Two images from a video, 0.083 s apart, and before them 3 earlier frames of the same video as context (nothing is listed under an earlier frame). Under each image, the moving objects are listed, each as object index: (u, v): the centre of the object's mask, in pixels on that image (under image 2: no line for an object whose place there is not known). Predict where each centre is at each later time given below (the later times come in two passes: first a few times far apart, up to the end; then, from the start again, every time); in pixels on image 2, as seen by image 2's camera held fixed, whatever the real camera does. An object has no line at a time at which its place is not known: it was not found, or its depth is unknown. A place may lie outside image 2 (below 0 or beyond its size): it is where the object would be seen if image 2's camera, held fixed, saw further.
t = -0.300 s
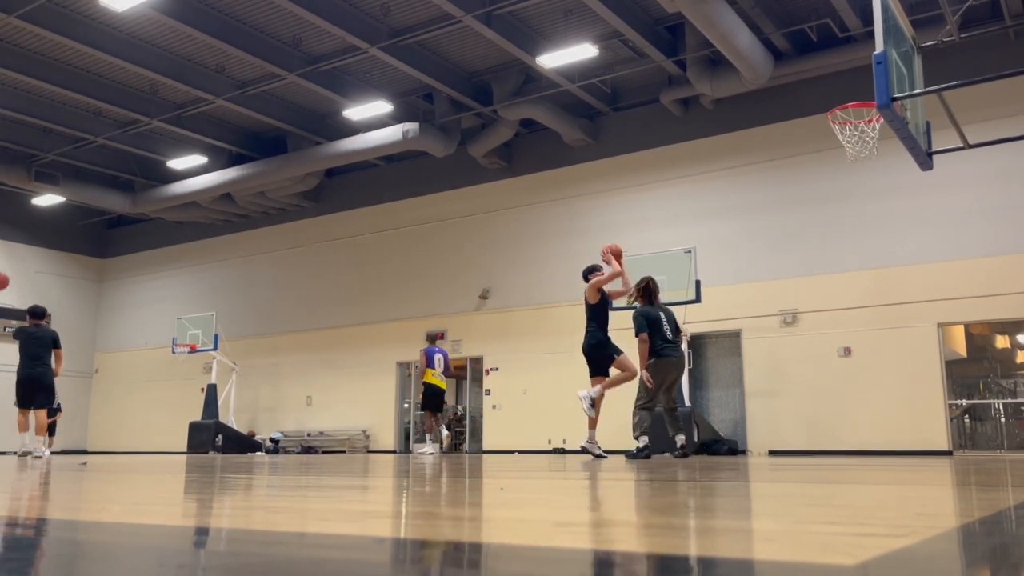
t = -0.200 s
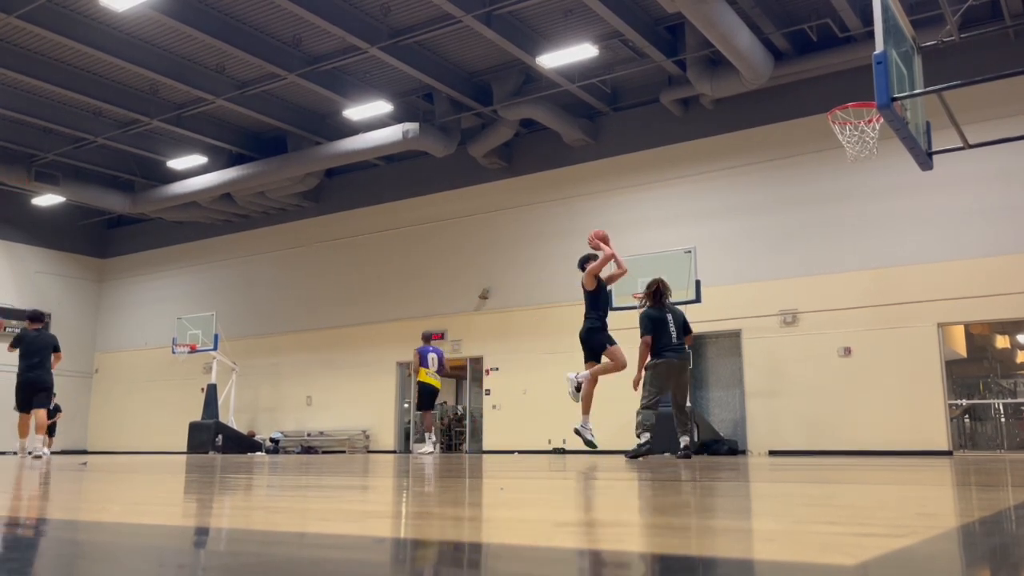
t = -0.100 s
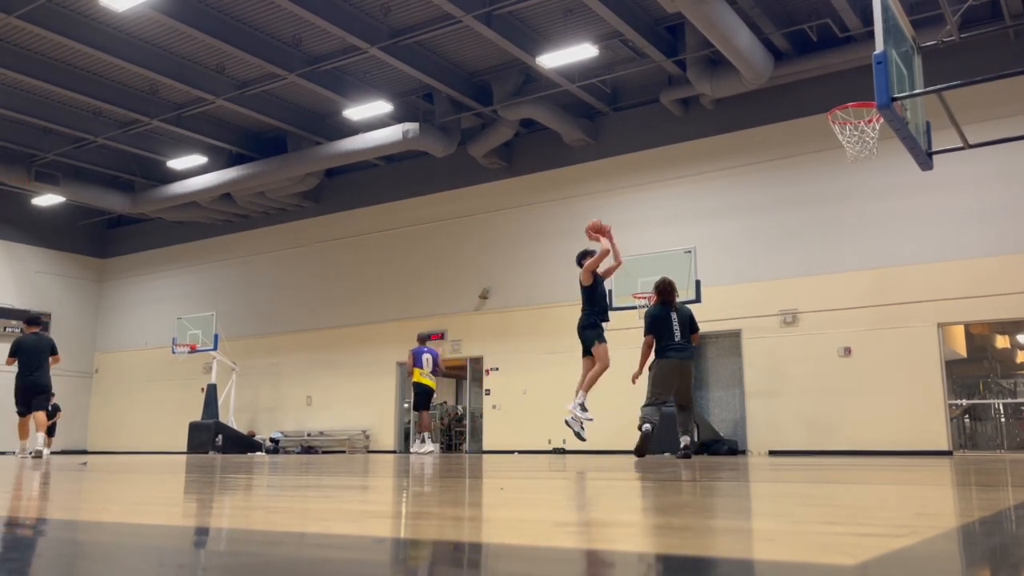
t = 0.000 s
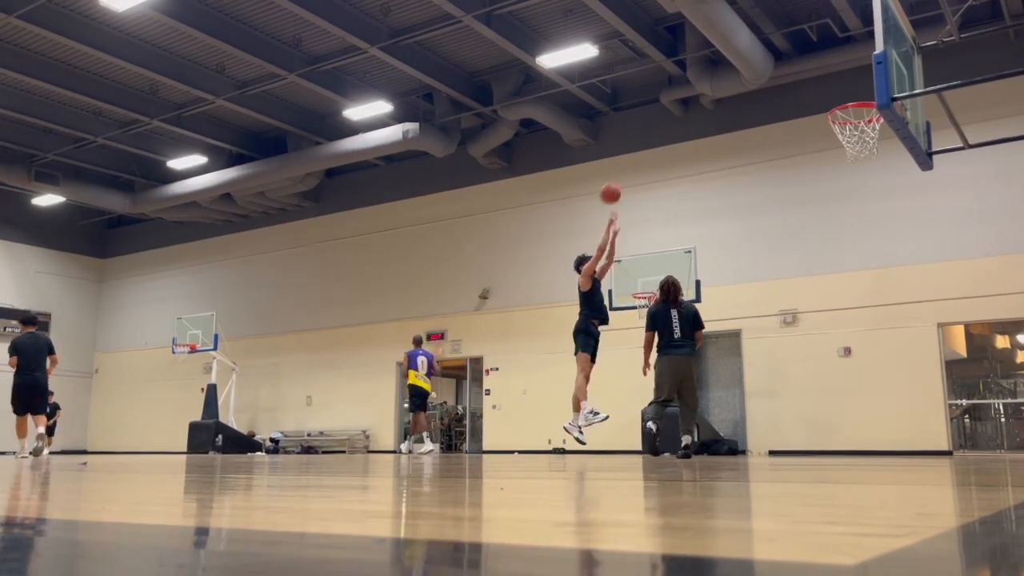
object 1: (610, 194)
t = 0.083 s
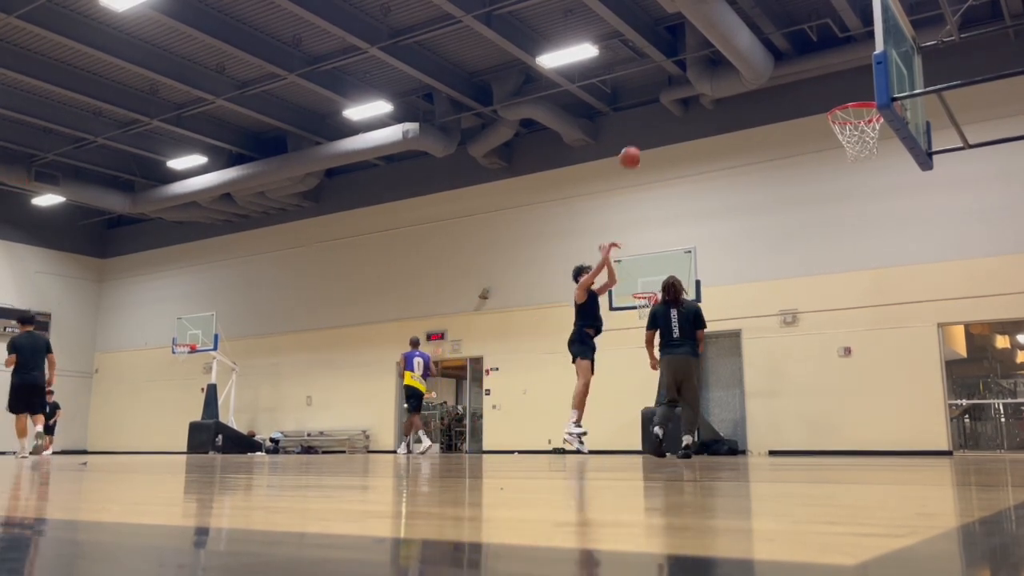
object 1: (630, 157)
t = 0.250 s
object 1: (670, 102)
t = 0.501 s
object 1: (737, 60)
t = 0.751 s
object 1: (813, 73)
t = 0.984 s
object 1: (871, 141)
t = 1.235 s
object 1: (857, 252)
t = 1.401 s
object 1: (853, 366)
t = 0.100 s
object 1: (634, 151)
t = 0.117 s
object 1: (638, 144)
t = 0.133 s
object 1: (642, 139)
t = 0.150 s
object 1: (646, 133)
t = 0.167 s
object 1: (650, 127)
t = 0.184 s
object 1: (654, 122)
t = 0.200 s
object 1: (658, 117)
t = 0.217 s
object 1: (662, 112)
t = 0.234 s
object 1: (666, 107)
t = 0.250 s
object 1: (670, 102)
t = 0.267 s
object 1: (674, 98)
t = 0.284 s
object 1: (679, 94)
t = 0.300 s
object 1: (683, 90)
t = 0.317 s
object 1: (688, 86)
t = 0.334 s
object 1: (692, 83)
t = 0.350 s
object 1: (696, 80)
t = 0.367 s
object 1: (701, 76)
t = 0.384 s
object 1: (705, 73)
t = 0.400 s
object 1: (709, 71)
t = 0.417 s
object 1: (714, 69)
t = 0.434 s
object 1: (718, 67)
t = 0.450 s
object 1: (723, 65)
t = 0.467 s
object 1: (727, 63)
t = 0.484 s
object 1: (732, 61)
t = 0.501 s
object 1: (737, 60)
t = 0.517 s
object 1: (741, 59)
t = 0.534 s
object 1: (746, 58)
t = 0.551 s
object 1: (751, 58)
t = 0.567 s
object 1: (756, 58)
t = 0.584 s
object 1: (761, 58)
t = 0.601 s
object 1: (767, 58)
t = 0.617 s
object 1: (771, 59)
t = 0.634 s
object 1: (776, 59)
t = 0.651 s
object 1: (781, 61)
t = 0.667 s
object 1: (786, 62)
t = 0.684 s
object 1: (792, 64)
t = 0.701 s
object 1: (797, 66)
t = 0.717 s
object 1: (802, 68)
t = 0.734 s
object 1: (807, 70)
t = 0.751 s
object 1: (813, 73)
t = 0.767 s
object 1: (818, 76)
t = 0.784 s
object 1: (824, 79)
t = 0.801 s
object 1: (830, 83)
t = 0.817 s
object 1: (836, 87)
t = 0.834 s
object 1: (842, 91)
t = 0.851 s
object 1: (847, 94)
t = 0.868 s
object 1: (853, 96)
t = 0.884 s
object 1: (860, 106)
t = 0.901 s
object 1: (865, 111)
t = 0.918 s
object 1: (870, 119)
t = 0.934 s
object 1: (871, 123)
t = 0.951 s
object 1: (872, 129)
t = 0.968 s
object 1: (872, 133)
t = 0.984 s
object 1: (871, 141)
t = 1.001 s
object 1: (869, 145)
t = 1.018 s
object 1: (868, 155)
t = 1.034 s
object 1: (867, 158)
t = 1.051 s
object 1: (866, 163)
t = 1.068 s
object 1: (865, 170)
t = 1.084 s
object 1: (864, 177)
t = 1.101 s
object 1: (863, 183)
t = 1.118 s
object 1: (862, 191)
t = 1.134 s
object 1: (861, 199)
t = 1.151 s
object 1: (860, 207)
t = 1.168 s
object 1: (860, 215)
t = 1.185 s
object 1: (859, 224)
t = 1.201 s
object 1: (858, 233)
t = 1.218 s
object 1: (858, 242)
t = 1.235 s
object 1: (857, 252)
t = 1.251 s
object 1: (857, 261)
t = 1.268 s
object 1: (856, 272)
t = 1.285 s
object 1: (855, 282)
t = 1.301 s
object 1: (855, 293)
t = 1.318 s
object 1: (854, 304)
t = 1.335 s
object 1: (854, 316)
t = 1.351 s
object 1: (854, 328)
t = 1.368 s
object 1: (853, 340)
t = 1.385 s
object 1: (853, 352)
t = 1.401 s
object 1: (853, 366)
